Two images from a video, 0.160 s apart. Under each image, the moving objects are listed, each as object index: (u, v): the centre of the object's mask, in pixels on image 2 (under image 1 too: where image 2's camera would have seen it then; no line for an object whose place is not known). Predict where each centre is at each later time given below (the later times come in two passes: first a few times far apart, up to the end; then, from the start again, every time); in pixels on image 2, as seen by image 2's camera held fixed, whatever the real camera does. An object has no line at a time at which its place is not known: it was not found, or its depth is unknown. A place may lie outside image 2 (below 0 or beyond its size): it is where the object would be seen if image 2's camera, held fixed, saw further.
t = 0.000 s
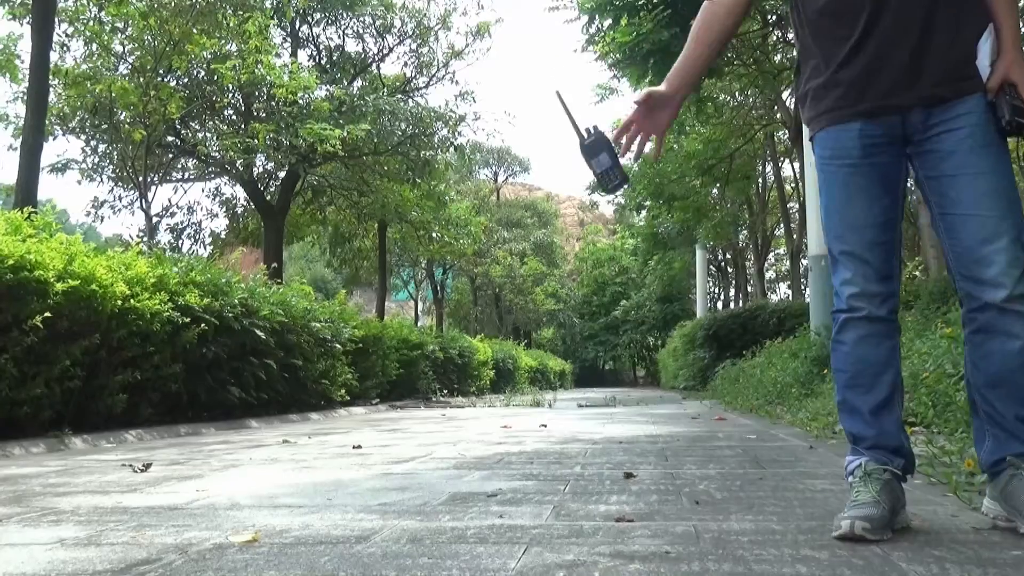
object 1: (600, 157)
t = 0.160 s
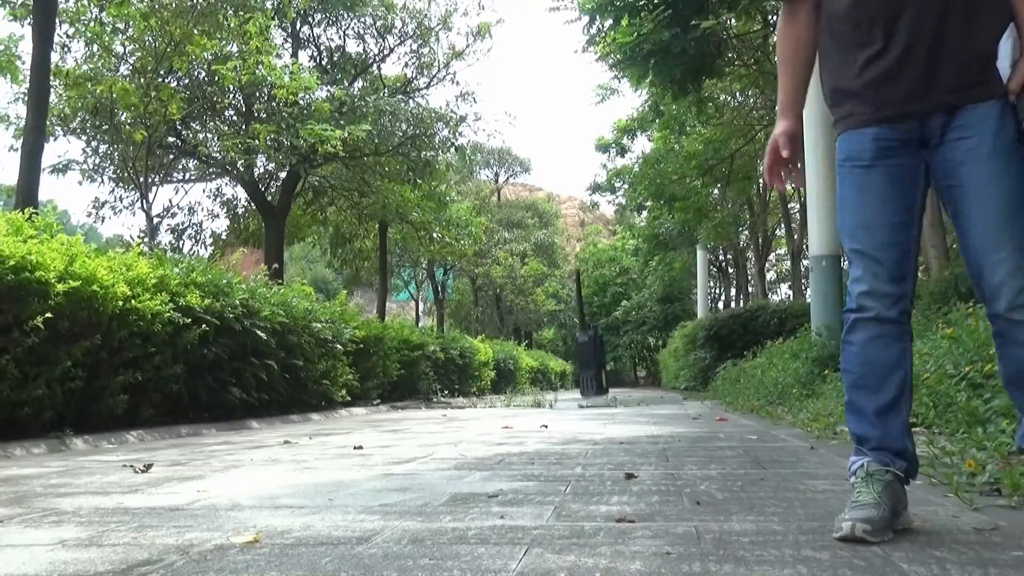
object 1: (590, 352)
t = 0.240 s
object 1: (584, 485)
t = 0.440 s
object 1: (547, 482)
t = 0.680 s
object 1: (522, 504)
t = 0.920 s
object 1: (509, 511)
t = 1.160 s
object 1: (500, 513)
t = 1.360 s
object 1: (499, 513)
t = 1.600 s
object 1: (500, 513)
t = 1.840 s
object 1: (500, 513)
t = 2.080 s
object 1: (500, 513)
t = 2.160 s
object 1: (500, 513)
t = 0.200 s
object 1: (588, 432)
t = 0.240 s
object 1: (584, 485)
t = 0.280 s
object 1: (576, 469)
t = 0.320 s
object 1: (569, 461)
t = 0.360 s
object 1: (561, 463)
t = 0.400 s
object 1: (554, 472)
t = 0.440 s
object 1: (547, 482)
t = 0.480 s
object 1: (542, 476)
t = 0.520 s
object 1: (537, 477)
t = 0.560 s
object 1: (532, 485)
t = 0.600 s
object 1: (528, 500)
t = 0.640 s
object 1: (523, 511)
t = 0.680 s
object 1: (522, 504)
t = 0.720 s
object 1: (520, 502)
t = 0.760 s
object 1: (519, 504)
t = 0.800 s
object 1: (518, 506)
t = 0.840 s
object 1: (516, 505)
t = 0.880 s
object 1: (513, 510)
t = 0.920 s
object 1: (509, 511)
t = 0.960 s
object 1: (504, 511)
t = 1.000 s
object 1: (501, 513)
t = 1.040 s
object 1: (501, 512)
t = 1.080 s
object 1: (500, 513)
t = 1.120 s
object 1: (499, 512)
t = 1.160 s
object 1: (500, 513)
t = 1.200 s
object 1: (500, 513)
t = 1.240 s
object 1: (500, 513)
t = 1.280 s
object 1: (500, 512)
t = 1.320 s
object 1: (500, 513)
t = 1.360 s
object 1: (499, 513)
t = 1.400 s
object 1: (500, 513)
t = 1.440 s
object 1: (500, 513)
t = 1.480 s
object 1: (500, 513)
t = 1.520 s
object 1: (500, 513)
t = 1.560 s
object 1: (500, 513)
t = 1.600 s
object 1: (500, 513)
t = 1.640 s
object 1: (500, 513)
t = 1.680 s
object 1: (500, 513)
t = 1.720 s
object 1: (500, 512)
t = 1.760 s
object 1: (500, 513)
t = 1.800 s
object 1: (500, 513)
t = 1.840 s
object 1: (500, 513)
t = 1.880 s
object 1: (500, 512)
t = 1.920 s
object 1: (500, 513)
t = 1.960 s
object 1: (500, 513)
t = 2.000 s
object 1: (500, 513)
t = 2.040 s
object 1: (500, 513)
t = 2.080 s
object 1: (500, 513)
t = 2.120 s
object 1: (500, 513)
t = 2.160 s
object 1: (500, 513)
